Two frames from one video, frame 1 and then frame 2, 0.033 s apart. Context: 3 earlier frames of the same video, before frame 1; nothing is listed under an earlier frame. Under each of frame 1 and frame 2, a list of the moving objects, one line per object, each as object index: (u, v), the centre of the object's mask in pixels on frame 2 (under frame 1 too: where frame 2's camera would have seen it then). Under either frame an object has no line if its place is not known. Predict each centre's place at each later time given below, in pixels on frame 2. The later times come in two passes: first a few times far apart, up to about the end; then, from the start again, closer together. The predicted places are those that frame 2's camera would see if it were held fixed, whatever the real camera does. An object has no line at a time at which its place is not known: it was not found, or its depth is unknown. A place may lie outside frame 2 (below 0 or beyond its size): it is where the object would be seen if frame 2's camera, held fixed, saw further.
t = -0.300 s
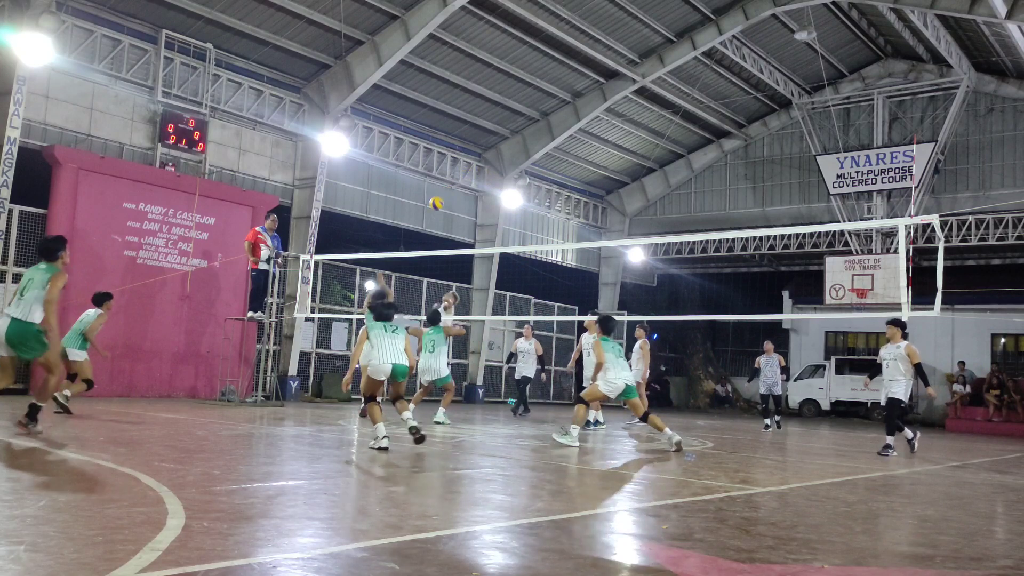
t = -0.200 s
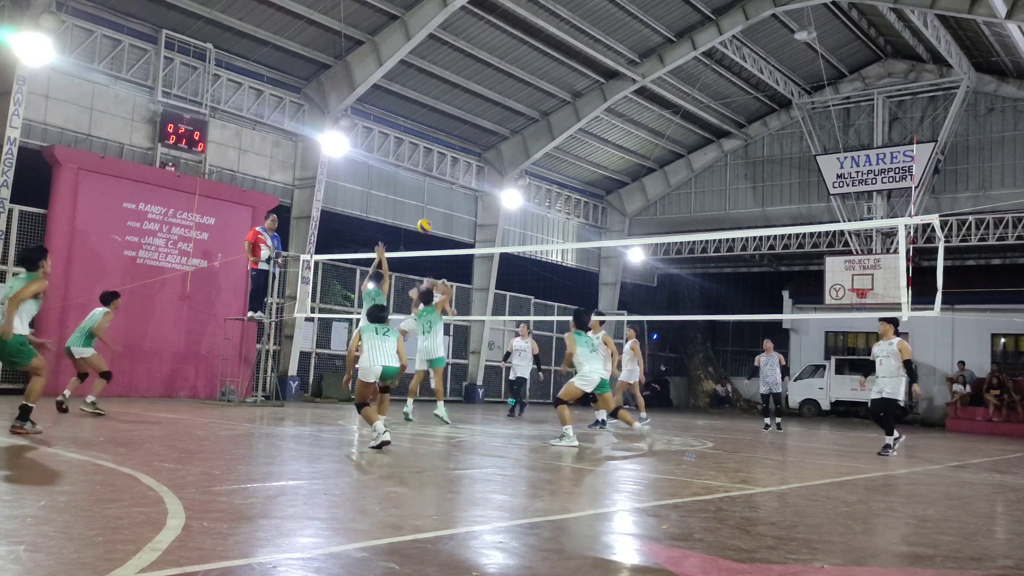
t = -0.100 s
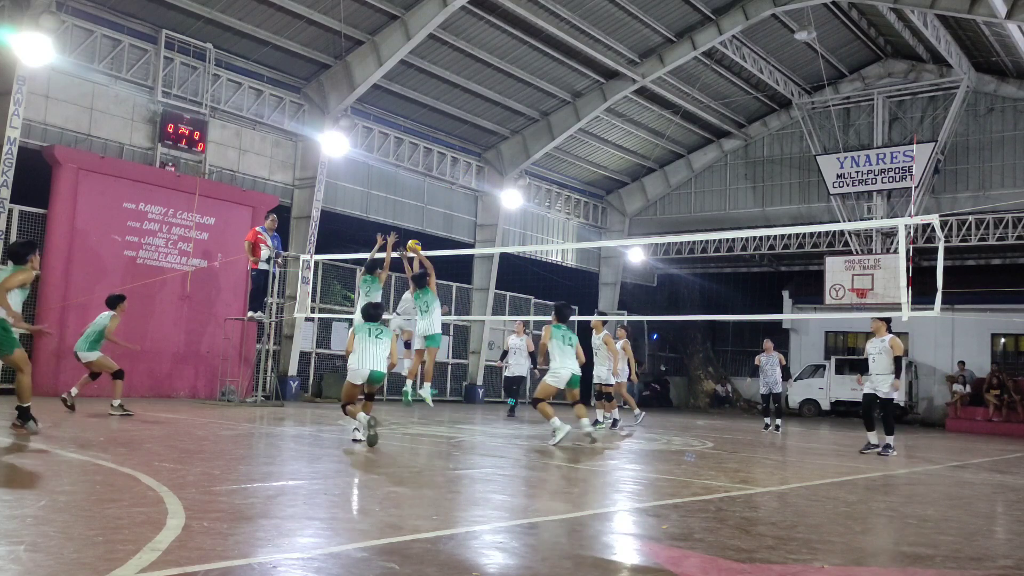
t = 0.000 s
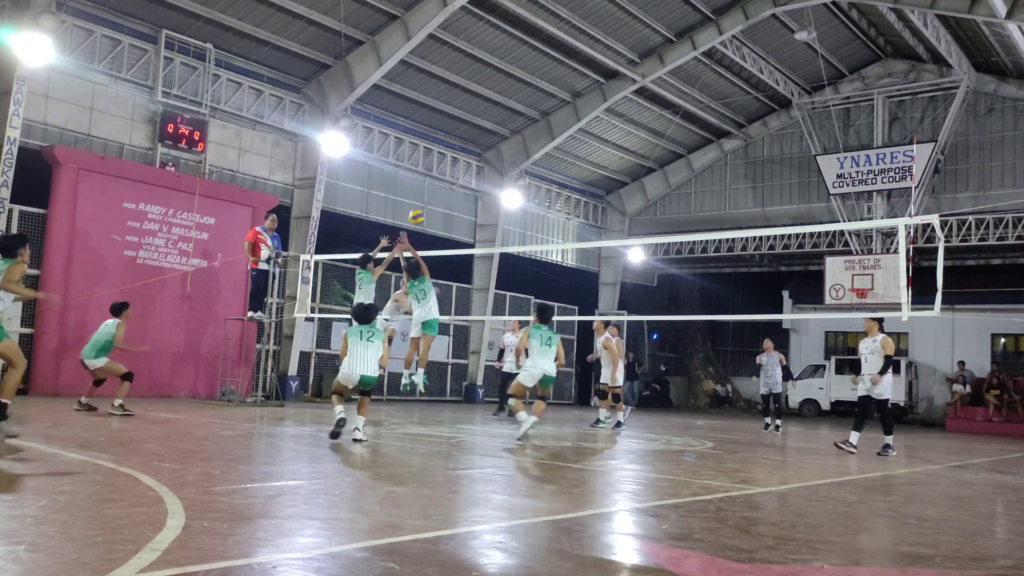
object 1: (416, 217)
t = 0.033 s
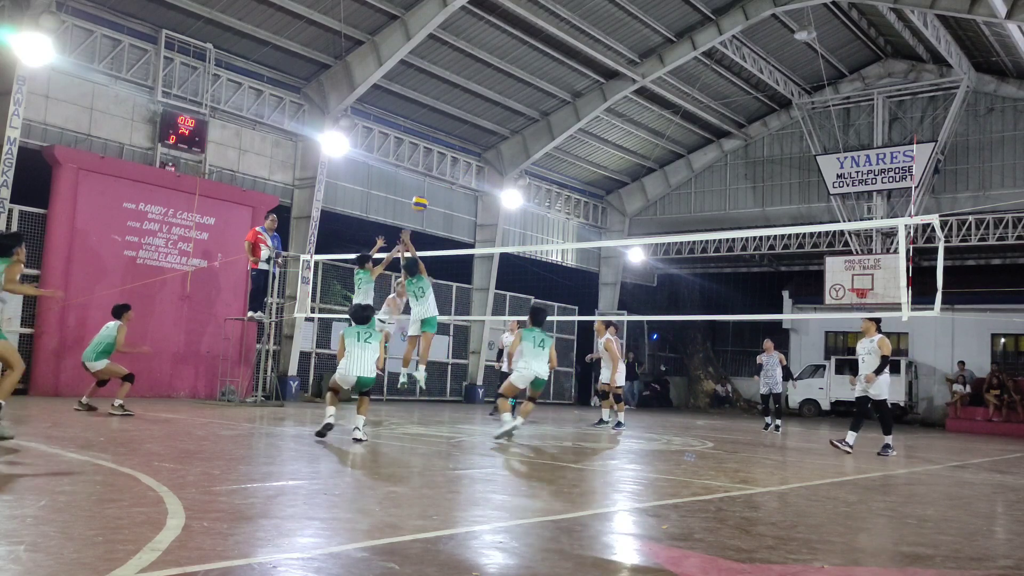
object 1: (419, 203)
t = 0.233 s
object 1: (440, 130)
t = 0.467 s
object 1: (463, 74)
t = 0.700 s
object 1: (485, 60)
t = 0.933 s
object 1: (507, 107)
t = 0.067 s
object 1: (423, 189)
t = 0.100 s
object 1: (427, 176)
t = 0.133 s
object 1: (430, 164)
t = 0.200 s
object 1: (437, 141)
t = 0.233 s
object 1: (440, 130)
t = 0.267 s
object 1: (443, 120)
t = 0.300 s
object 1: (446, 111)
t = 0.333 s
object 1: (450, 101)
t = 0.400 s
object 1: (456, 87)
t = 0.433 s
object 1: (459, 80)
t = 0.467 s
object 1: (463, 74)
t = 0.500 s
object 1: (466, 69)
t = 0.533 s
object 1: (469, 65)
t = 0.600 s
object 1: (476, 60)
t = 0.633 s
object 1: (479, 59)
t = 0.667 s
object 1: (482, 59)
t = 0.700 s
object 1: (485, 60)
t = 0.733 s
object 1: (488, 62)
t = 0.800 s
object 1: (494, 71)
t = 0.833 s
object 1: (498, 77)
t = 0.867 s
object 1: (501, 85)
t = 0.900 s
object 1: (504, 95)
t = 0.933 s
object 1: (507, 107)
